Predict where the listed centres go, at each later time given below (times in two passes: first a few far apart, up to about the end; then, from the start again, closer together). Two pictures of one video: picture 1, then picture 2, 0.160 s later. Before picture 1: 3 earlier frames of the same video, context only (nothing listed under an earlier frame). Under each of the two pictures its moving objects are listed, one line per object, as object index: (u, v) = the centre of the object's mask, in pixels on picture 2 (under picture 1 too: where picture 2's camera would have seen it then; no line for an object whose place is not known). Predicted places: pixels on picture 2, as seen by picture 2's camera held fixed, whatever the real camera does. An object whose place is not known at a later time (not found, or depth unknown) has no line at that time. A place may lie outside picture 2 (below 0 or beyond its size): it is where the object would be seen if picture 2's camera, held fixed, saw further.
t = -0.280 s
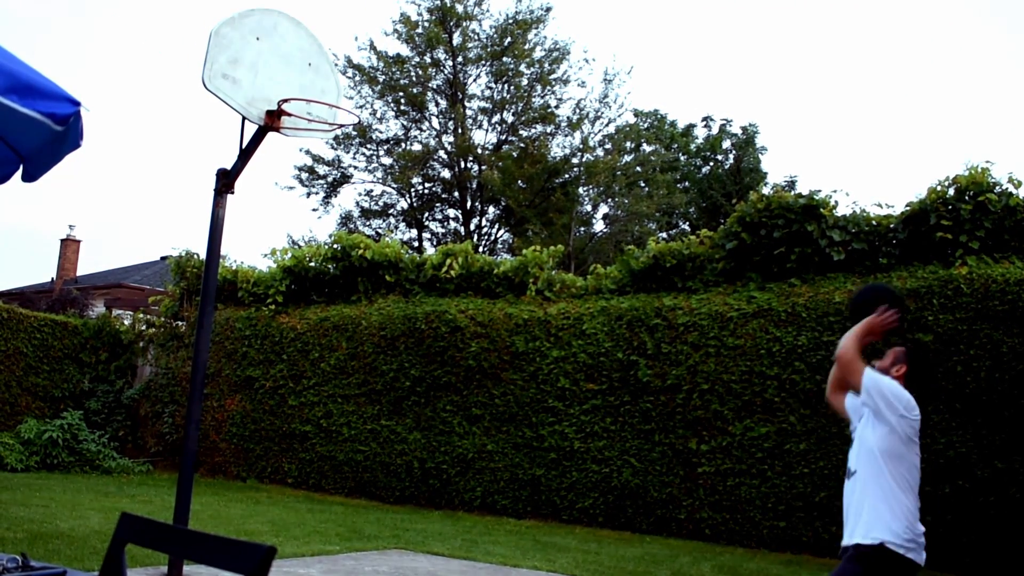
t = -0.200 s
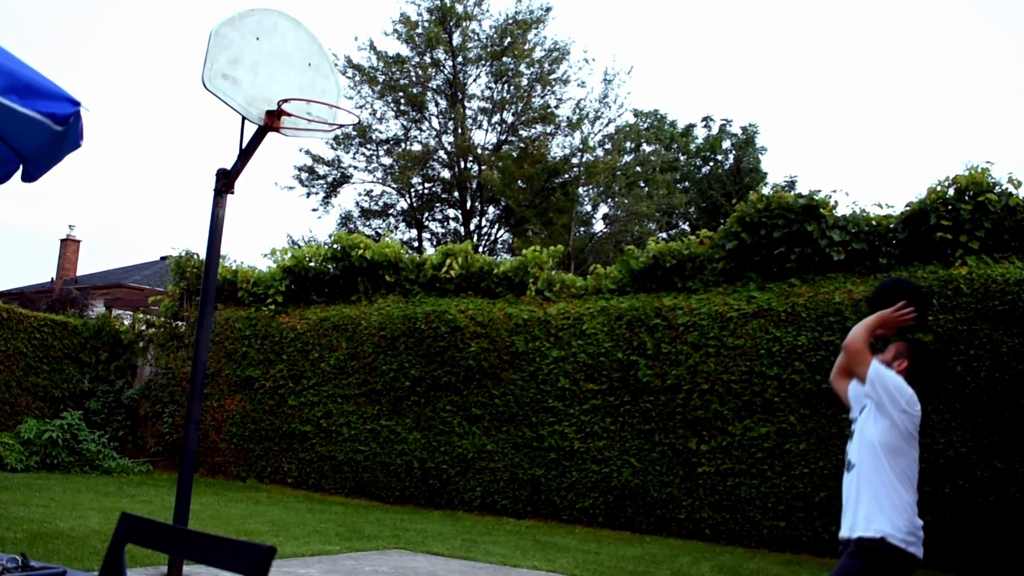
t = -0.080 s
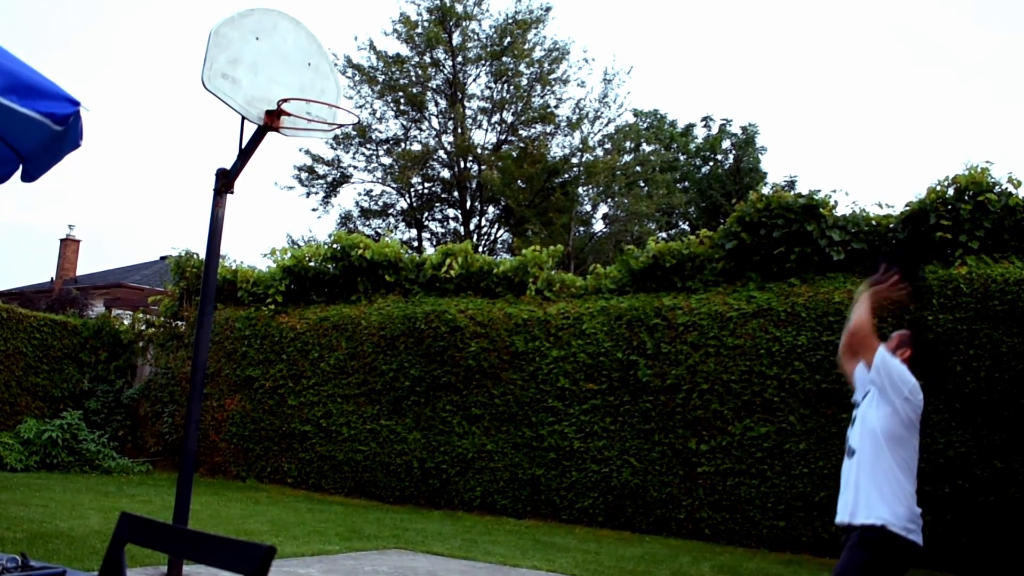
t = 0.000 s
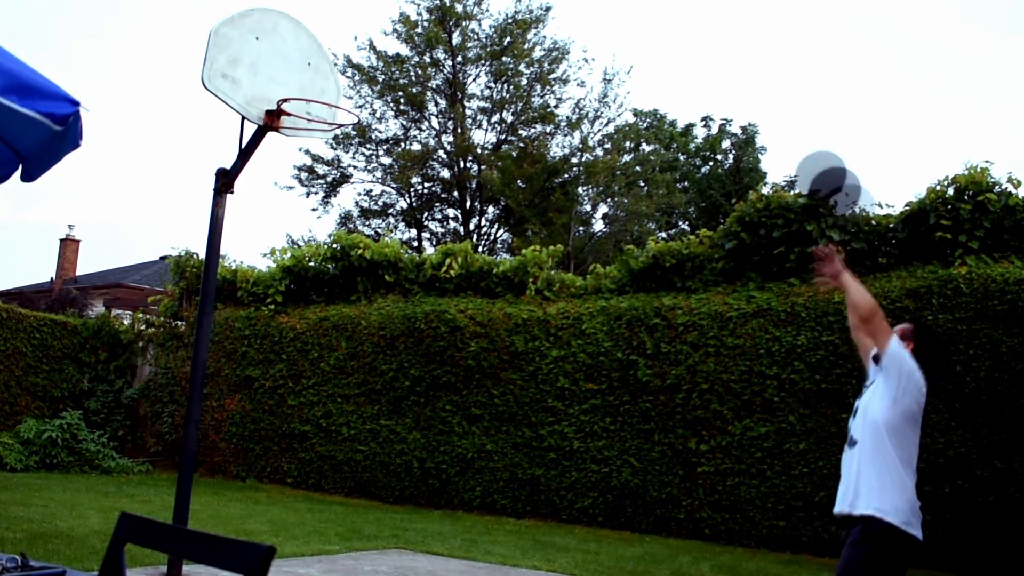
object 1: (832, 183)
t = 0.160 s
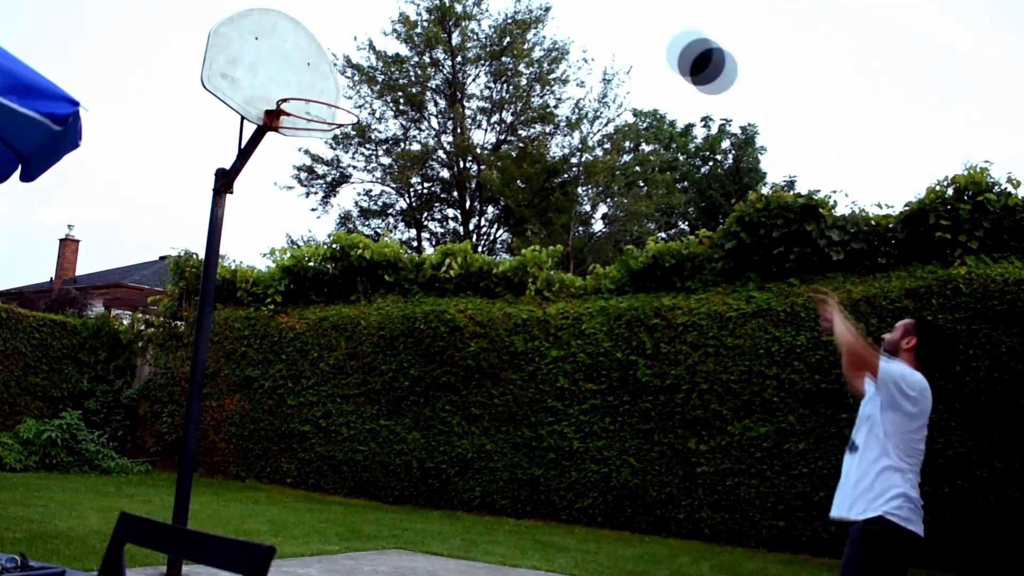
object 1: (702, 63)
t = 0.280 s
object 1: (619, 18)
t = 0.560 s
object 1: (437, 11)
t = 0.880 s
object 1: (337, 83)
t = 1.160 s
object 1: (498, 93)
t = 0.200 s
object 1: (677, 45)
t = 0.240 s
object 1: (647, 27)
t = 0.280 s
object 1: (619, 18)
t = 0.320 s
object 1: (591, 12)
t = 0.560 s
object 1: (437, 11)
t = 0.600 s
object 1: (413, 16)
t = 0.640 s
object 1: (391, 25)
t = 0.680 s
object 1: (367, 39)
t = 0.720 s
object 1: (342, 58)
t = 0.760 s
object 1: (321, 74)
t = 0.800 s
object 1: (299, 96)
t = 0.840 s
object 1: (312, 92)
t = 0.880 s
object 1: (337, 83)
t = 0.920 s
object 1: (359, 77)
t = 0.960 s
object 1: (382, 75)
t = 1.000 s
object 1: (405, 73)
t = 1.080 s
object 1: (452, 80)
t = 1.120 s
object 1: (475, 85)
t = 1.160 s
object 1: (498, 93)
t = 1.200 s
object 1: (525, 107)
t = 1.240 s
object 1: (546, 122)
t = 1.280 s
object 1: (568, 138)
